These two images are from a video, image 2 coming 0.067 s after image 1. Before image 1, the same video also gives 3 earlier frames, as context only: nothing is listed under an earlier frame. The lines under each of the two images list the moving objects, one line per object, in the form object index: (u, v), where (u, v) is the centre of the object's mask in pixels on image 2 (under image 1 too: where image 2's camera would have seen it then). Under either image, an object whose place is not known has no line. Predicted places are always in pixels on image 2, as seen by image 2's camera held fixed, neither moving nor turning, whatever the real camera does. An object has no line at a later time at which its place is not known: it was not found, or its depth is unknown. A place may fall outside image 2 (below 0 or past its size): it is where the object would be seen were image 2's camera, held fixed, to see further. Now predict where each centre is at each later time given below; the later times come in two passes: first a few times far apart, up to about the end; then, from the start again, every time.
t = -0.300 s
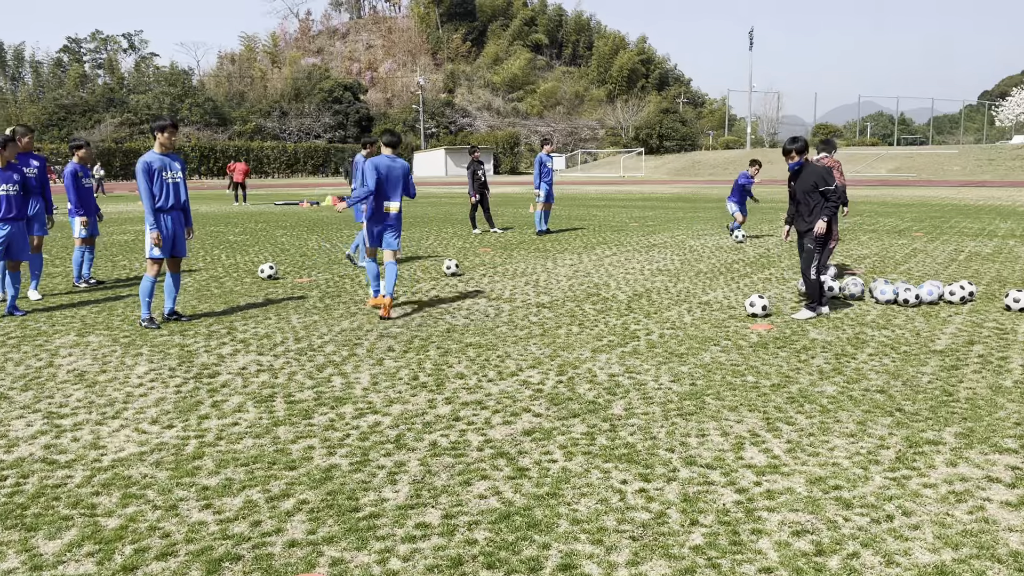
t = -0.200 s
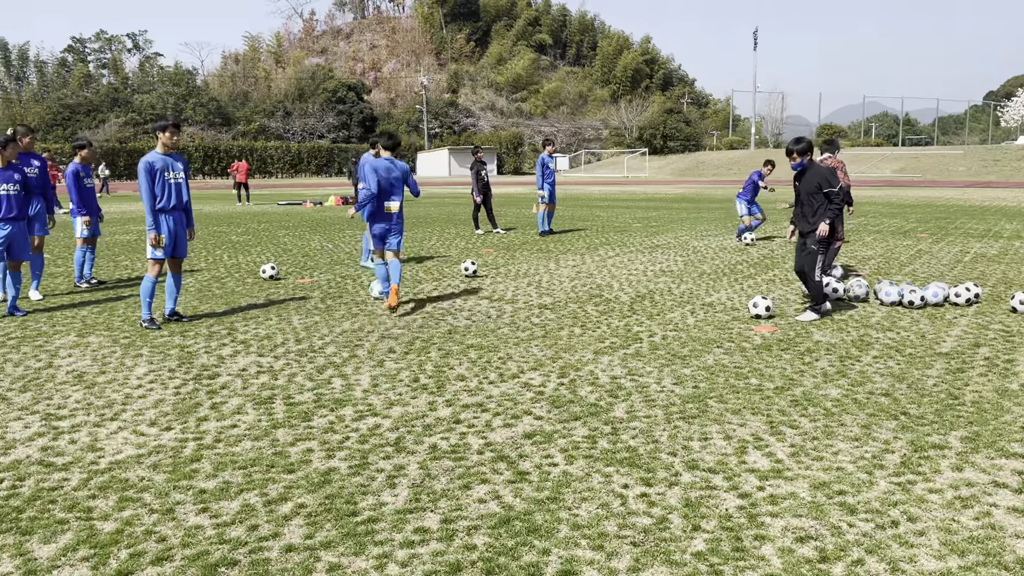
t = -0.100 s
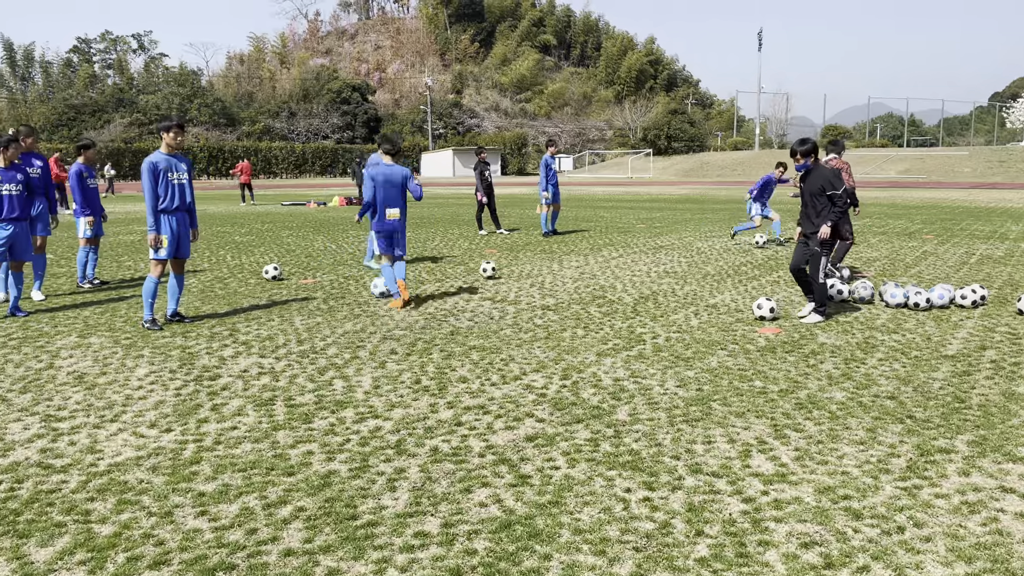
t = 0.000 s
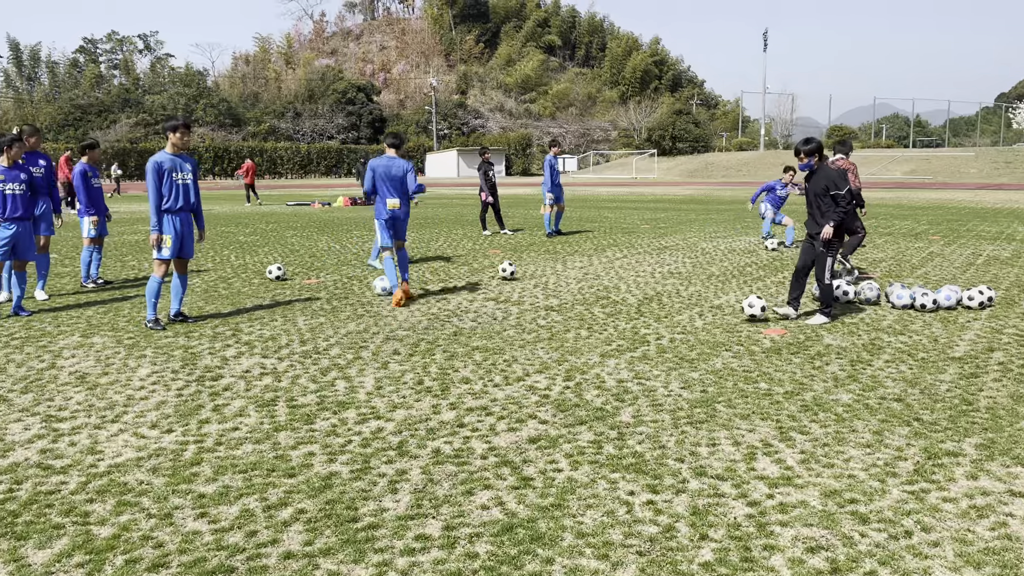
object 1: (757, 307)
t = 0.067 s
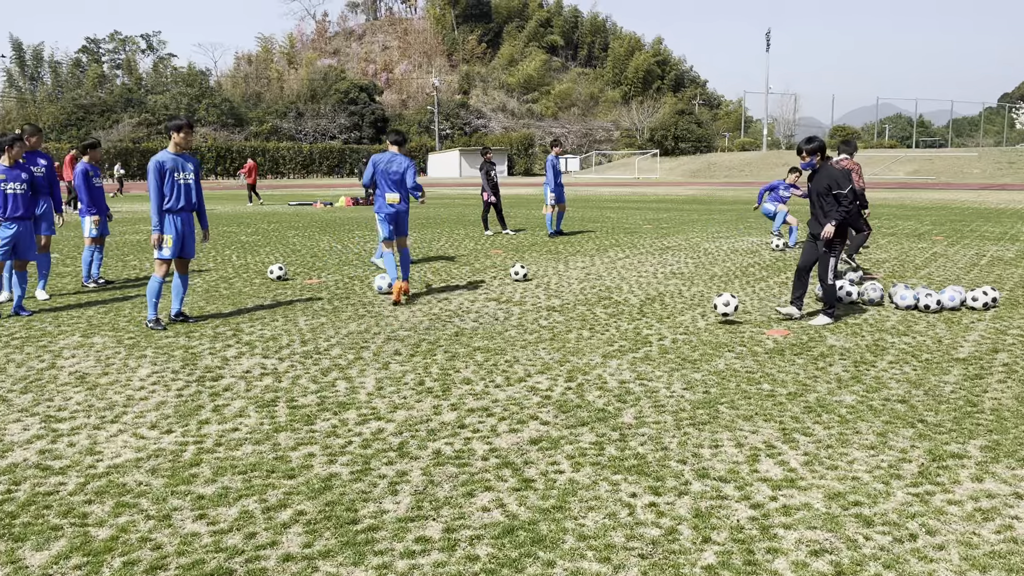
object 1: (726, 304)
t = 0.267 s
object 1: (633, 318)
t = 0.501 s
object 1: (564, 326)
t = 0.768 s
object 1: (490, 329)
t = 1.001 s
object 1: (424, 336)
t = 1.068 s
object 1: (406, 339)
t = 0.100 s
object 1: (710, 305)
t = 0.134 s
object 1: (694, 306)
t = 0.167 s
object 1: (677, 309)
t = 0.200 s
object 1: (661, 314)
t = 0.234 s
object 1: (644, 319)
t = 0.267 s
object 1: (633, 318)
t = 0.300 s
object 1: (622, 316)
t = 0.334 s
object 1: (612, 315)
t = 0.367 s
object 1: (603, 315)
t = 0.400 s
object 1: (594, 316)
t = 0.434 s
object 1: (584, 319)
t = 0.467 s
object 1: (574, 322)
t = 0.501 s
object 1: (564, 326)
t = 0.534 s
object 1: (554, 324)
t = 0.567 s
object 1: (545, 323)
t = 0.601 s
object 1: (536, 324)
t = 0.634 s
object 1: (526, 325)
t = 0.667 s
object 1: (517, 329)
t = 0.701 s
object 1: (507, 330)
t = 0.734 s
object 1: (499, 329)
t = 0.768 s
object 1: (490, 329)
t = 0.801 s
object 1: (480, 329)
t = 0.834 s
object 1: (471, 332)
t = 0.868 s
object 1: (461, 334)
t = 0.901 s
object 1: (452, 334)
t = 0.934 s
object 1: (443, 334)
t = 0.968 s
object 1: (434, 335)
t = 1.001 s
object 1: (424, 336)
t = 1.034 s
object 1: (415, 337)
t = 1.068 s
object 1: (406, 339)
